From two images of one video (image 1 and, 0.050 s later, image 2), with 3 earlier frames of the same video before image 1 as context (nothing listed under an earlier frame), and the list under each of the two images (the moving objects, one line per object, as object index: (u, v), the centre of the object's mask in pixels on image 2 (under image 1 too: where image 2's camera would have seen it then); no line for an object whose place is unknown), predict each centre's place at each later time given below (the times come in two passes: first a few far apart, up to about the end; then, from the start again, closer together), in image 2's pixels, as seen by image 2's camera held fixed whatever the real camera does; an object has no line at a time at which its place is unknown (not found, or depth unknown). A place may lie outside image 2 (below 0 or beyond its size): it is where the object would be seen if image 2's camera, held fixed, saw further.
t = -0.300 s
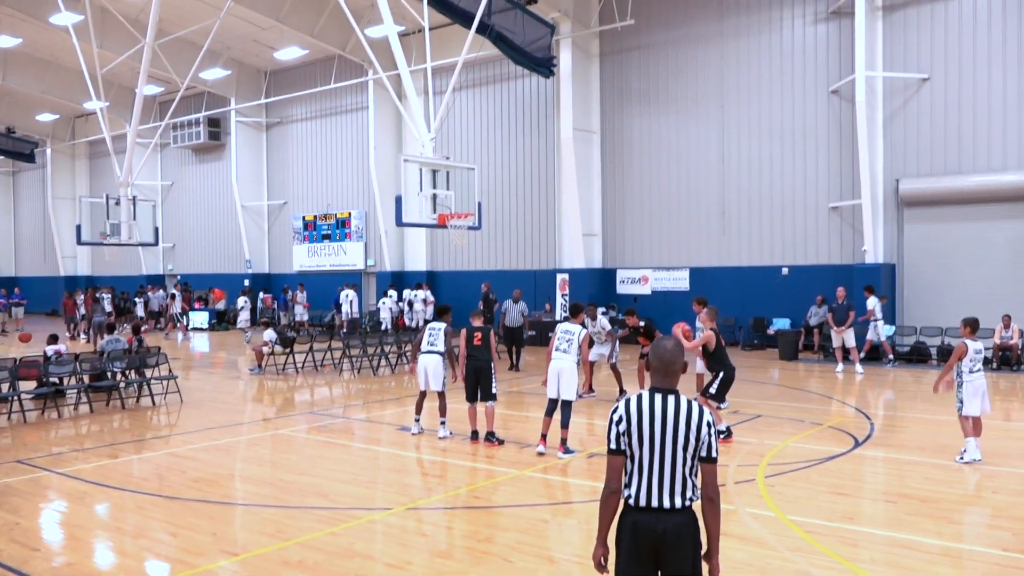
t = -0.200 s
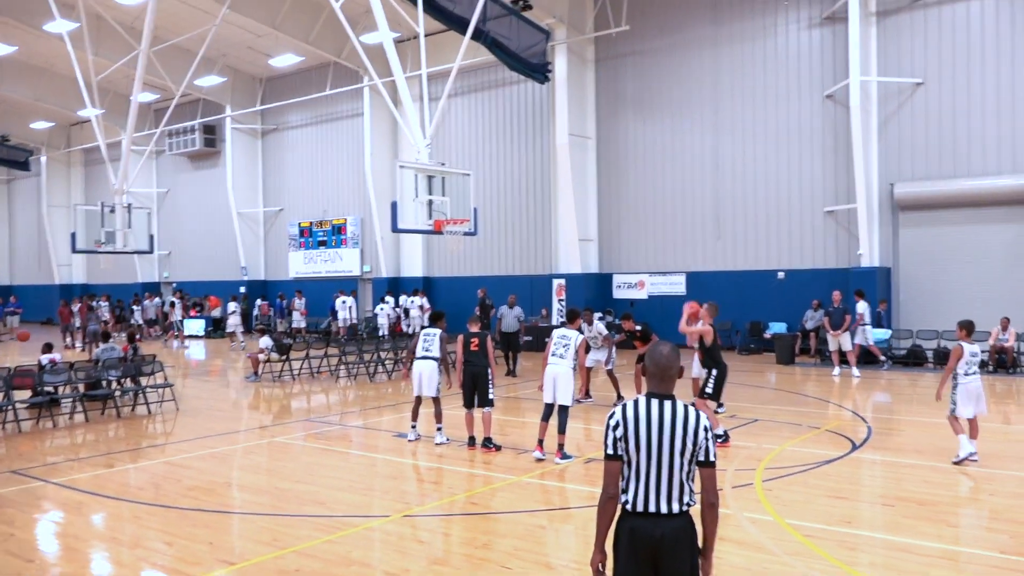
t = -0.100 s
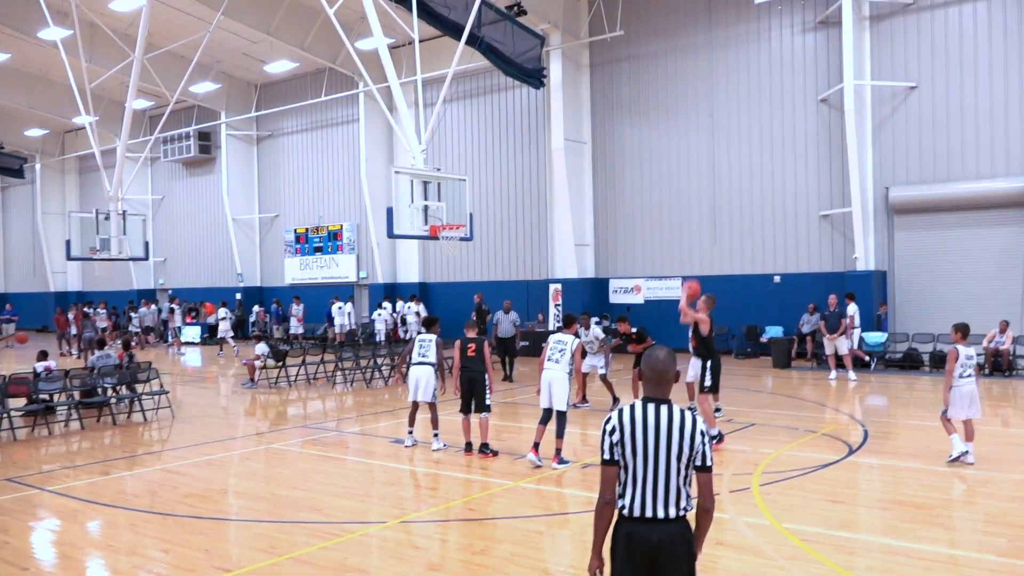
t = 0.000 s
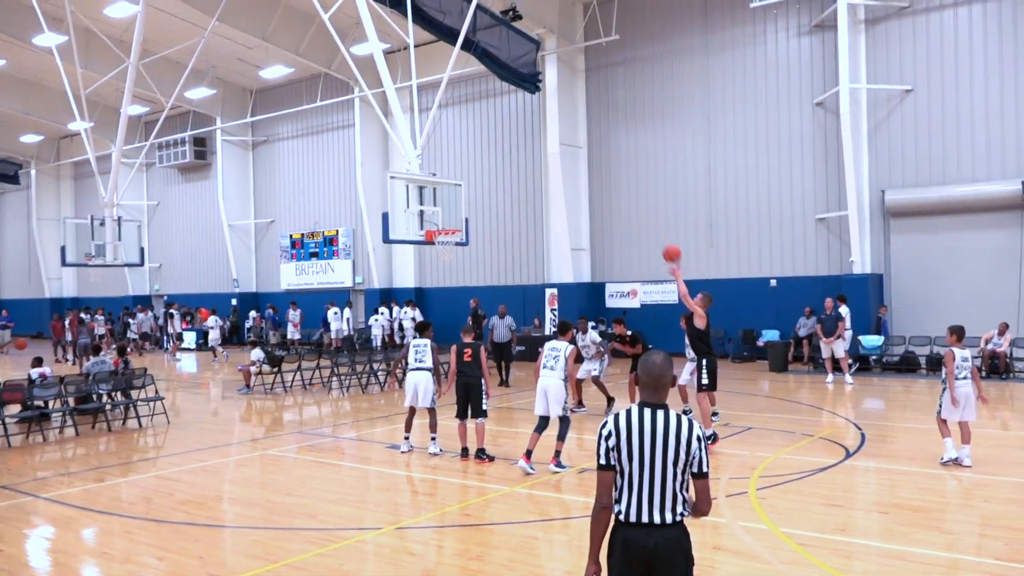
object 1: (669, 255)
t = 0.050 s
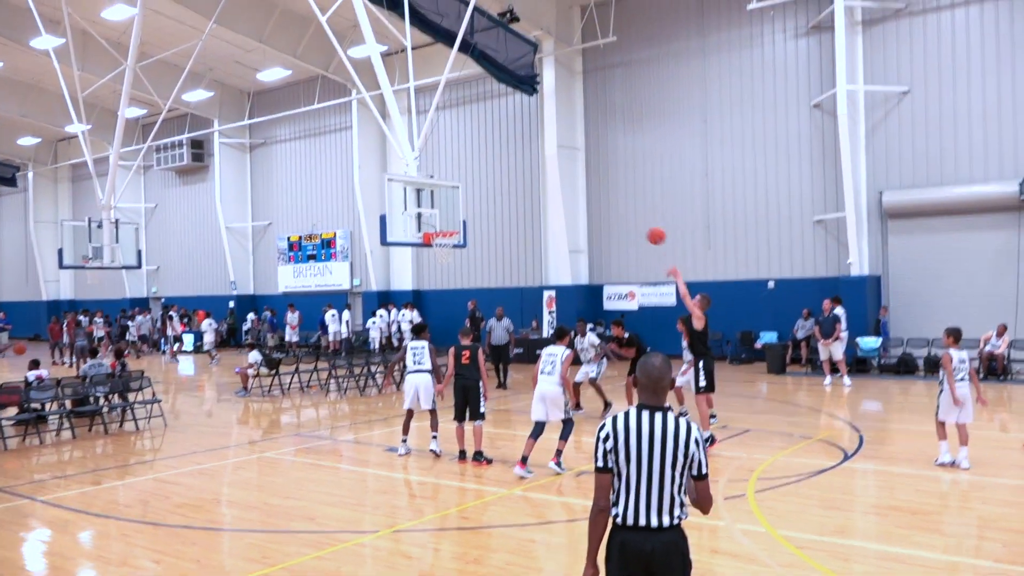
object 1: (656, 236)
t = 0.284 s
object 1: (598, 172)
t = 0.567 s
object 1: (535, 152)
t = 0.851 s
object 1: (481, 184)
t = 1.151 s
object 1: (450, 207)
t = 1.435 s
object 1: (446, 202)
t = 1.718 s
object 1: (443, 249)
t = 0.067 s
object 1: (652, 230)
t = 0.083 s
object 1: (647, 224)
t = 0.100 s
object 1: (643, 218)
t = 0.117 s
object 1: (639, 212)
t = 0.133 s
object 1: (635, 207)
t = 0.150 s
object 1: (630, 202)
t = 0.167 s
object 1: (626, 198)
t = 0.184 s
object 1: (622, 193)
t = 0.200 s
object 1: (618, 189)
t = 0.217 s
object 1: (614, 185)
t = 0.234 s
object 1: (609, 181)
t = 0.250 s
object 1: (605, 178)
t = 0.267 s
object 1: (602, 175)
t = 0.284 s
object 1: (598, 172)
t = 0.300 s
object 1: (594, 169)
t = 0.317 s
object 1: (590, 166)
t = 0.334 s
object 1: (586, 164)
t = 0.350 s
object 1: (582, 162)
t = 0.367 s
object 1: (578, 160)
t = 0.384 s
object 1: (574, 158)
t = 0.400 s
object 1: (570, 156)
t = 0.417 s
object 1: (567, 155)
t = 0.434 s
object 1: (563, 154)
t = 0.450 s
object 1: (560, 153)
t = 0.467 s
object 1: (556, 152)
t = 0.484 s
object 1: (553, 152)
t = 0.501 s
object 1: (549, 151)
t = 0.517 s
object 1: (545, 151)
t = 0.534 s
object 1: (542, 151)
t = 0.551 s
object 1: (538, 151)
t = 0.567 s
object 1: (535, 152)
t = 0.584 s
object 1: (532, 152)
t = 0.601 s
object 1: (529, 153)
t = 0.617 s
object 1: (525, 154)
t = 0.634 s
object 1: (522, 155)
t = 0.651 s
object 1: (518, 157)
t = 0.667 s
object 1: (515, 157)
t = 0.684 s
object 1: (512, 159)
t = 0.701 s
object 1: (509, 161)
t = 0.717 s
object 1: (506, 163)
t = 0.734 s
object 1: (502, 165)
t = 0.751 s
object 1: (499, 167)
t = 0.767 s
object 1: (496, 170)
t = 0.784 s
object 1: (493, 172)
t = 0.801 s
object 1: (490, 175)
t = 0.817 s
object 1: (487, 178)
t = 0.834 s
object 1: (484, 181)
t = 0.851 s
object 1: (481, 184)
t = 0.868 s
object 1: (478, 188)
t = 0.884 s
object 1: (475, 191)
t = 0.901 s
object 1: (473, 195)
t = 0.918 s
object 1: (470, 199)
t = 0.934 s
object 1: (467, 203)
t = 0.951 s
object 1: (464, 207)
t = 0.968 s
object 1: (461, 211)
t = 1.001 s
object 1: (455, 221)
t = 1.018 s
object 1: (453, 225)
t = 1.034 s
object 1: (452, 224)
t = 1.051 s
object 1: (452, 221)
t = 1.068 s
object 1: (451, 218)
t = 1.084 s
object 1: (451, 216)
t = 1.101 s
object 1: (451, 213)
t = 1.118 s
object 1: (450, 211)
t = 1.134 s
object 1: (450, 209)
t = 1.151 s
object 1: (450, 207)
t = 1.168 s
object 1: (450, 205)
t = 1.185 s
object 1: (450, 204)
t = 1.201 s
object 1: (449, 203)
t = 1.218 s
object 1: (449, 201)
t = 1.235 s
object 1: (449, 200)
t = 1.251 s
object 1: (448, 200)
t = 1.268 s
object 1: (448, 199)
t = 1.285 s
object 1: (448, 199)
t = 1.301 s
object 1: (448, 198)
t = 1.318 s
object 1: (448, 198)
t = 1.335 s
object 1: (447, 198)
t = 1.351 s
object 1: (447, 198)
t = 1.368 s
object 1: (447, 199)
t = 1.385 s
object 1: (446, 199)
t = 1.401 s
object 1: (446, 200)
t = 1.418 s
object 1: (446, 201)
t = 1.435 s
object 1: (446, 202)
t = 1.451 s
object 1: (446, 203)
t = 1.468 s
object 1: (445, 205)
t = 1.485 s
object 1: (445, 206)
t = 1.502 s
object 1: (445, 208)
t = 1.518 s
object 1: (445, 210)
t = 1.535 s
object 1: (445, 212)
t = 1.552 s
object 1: (445, 215)
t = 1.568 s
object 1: (444, 217)
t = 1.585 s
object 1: (444, 220)
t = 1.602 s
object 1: (444, 222)
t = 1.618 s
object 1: (444, 225)
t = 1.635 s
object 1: (444, 229)
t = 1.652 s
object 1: (444, 232)
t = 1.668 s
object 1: (443, 236)
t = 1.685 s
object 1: (443, 240)
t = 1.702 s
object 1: (443, 244)
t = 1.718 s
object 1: (443, 249)
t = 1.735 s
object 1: (443, 252)
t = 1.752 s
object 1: (443, 257)
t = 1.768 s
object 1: (443, 261)
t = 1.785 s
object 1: (443, 266)
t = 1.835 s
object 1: (442, 281)
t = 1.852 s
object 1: (442, 287)
